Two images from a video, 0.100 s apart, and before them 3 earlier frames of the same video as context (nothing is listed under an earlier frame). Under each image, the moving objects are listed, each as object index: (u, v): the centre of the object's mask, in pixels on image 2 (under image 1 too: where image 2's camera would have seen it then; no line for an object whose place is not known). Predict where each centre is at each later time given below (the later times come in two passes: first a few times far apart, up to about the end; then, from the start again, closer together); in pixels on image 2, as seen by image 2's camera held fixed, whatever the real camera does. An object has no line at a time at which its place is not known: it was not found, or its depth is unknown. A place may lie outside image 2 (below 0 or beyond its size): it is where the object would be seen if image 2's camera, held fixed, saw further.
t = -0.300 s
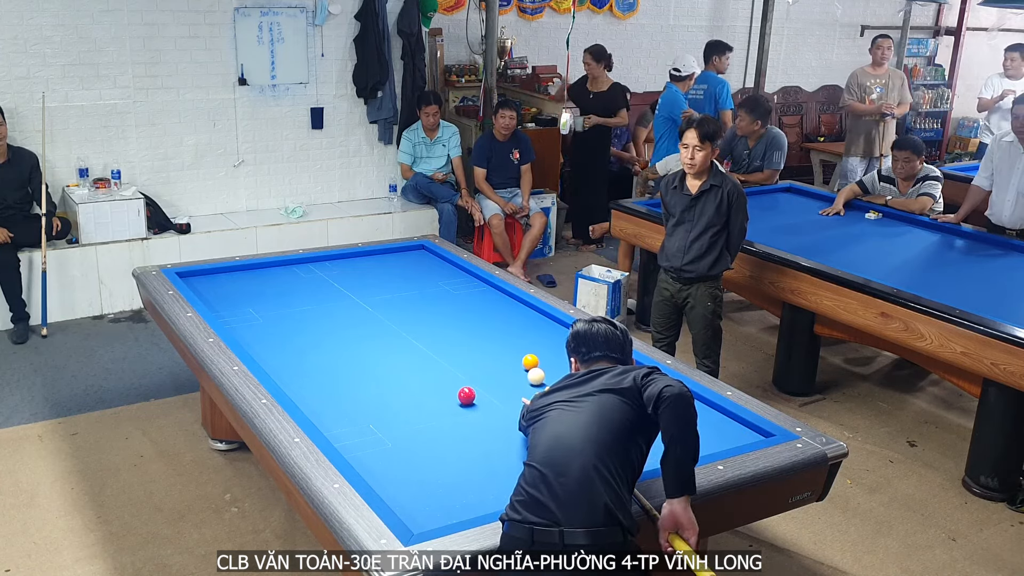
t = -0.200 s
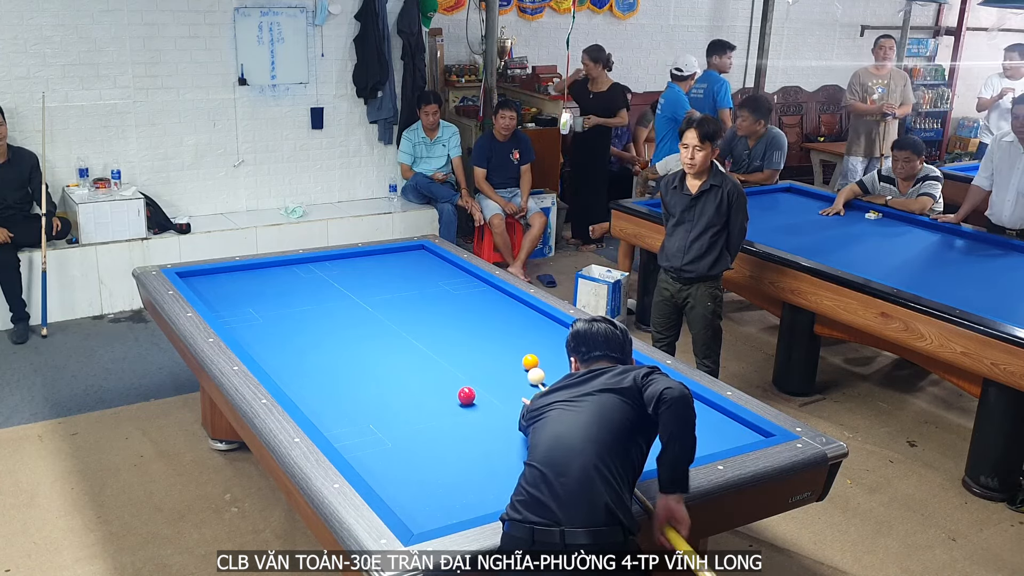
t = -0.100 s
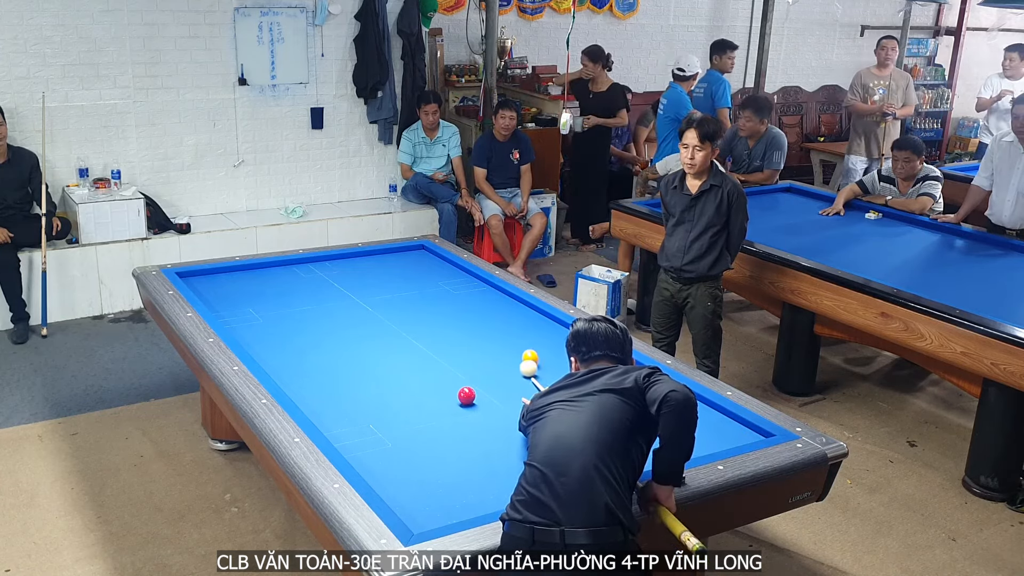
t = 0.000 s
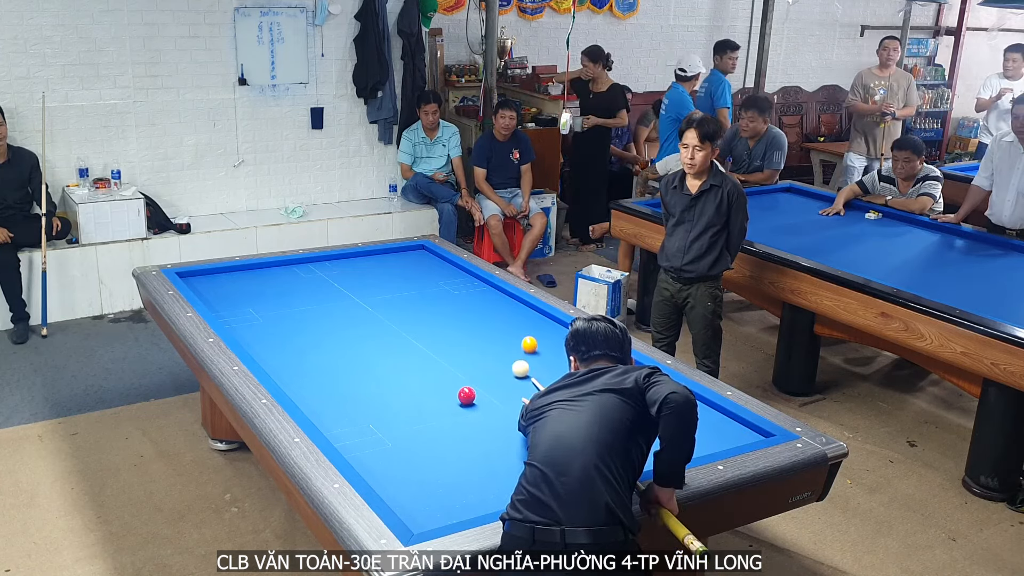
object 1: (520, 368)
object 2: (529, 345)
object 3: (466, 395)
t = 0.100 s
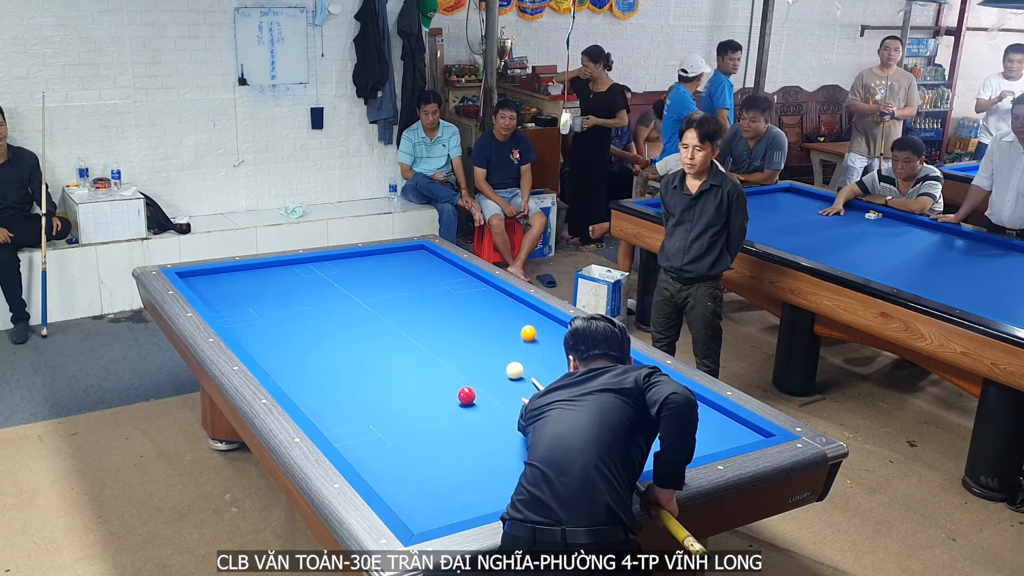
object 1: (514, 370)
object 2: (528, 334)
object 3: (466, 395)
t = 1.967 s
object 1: (450, 391)
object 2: (348, 262)
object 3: (447, 410)
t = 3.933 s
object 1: (436, 391)
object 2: (315, 323)
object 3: (425, 422)
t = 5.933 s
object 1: (436, 391)
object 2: (295, 385)
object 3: (424, 422)
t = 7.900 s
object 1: (436, 391)
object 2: (363, 409)
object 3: (424, 422)
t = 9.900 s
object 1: (436, 391)
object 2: (390, 416)
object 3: (424, 422)
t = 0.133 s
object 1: (513, 371)
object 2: (528, 330)
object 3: (466, 395)
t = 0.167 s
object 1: (511, 371)
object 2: (528, 327)
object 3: (466, 395)
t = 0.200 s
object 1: (510, 372)
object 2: (528, 324)
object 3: (466, 395)
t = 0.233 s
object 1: (508, 373)
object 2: (528, 321)
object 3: (466, 395)
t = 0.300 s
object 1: (505, 374)
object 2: (527, 315)
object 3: (466, 395)
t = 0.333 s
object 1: (503, 375)
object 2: (527, 312)
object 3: (466, 395)
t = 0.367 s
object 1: (501, 376)
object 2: (527, 309)
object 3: (466, 395)
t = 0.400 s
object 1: (500, 377)
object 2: (526, 306)
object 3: (466, 395)
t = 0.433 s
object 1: (498, 377)
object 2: (522, 304)
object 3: (466, 395)
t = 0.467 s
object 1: (496, 378)
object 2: (516, 303)
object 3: (466, 395)
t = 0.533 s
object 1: (493, 379)
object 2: (504, 300)
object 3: (466, 395)
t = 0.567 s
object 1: (491, 380)
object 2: (499, 299)
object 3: (466, 395)
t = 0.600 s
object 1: (490, 381)
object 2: (495, 297)
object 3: (466, 395)
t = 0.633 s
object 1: (488, 382)
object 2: (489, 296)
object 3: (466, 395)
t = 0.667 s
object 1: (486, 382)
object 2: (485, 294)
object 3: (466, 395)
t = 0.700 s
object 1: (485, 383)
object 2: (480, 293)
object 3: (466, 395)
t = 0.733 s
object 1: (483, 384)
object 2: (475, 292)
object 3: (466, 395)
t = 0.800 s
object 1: (480, 385)
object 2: (466, 289)
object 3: (466, 395)
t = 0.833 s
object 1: (479, 385)
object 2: (461, 288)
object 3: (466, 395)
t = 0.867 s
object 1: (478, 386)
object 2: (456, 286)
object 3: (466, 395)
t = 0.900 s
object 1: (476, 386)
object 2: (452, 285)
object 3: (466, 395)
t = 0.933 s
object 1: (475, 386)
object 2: (448, 284)
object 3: (466, 395)
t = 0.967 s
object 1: (474, 386)
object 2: (443, 282)
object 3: (466, 396)
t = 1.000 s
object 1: (473, 386)
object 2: (439, 281)
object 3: (465, 397)
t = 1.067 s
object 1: (471, 387)
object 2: (430, 278)
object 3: (464, 398)
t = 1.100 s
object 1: (470, 387)
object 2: (426, 277)
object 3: (463, 398)
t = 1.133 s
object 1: (469, 387)
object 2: (422, 276)
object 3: (463, 399)
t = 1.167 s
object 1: (468, 387)
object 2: (417, 275)
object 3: (462, 399)
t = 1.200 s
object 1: (467, 387)
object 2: (413, 273)
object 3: (461, 400)
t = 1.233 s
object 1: (466, 388)
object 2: (409, 272)
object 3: (461, 400)
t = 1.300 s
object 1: (464, 388)
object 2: (401, 270)
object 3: (459, 401)
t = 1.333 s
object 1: (463, 388)
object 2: (397, 268)
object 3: (459, 402)
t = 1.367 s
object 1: (462, 388)
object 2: (393, 267)
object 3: (458, 402)
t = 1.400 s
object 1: (462, 388)
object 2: (389, 266)
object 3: (457, 403)
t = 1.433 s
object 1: (461, 389)
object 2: (385, 265)
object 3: (457, 403)
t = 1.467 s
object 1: (460, 389)
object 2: (381, 264)
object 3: (456, 404)
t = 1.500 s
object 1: (459, 389)
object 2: (377, 263)
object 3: (456, 404)
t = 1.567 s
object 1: (458, 389)
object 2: (370, 260)
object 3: (454, 405)
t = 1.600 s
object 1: (457, 389)
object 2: (366, 259)
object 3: (453, 405)
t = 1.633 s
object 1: (456, 389)
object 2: (362, 258)
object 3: (453, 406)
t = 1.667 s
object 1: (456, 389)
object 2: (358, 257)
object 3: (452, 406)
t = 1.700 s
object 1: (455, 390)
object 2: (355, 256)
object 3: (452, 407)
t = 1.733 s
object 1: (454, 390)
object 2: (351, 255)
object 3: (451, 407)
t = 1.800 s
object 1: (453, 390)
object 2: (350, 257)
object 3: (450, 408)
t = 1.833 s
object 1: (452, 390)
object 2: (350, 258)
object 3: (449, 408)
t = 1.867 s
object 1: (451, 390)
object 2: (350, 259)
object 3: (449, 409)
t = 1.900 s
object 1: (451, 390)
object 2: (349, 260)
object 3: (448, 409)
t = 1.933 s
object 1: (450, 390)
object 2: (349, 261)
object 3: (447, 409)
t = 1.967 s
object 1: (450, 391)
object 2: (348, 262)
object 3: (447, 410)
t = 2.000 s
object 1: (449, 391)
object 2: (348, 263)
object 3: (446, 410)
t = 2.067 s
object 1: (448, 390)
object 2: (347, 265)
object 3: (445, 411)
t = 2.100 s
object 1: (448, 391)
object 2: (346, 266)
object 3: (445, 412)
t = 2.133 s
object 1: (447, 391)
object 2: (346, 267)
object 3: (444, 412)
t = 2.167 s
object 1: (447, 391)
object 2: (345, 268)
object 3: (444, 412)
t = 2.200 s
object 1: (446, 390)
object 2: (345, 269)
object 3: (443, 413)
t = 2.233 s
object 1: (446, 391)
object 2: (344, 270)
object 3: (442, 413)
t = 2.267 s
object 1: (445, 391)
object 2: (344, 271)
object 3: (442, 413)
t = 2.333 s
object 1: (444, 391)
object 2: (343, 273)
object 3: (441, 414)
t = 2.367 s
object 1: (444, 391)
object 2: (342, 274)
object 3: (440, 414)
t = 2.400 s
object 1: (444, 391)
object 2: (342, 275)
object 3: (440, 414)
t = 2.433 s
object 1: (443, 391)
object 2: (341, 276)
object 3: (439, 415)
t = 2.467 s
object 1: (443, 391)
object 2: (341, 277)
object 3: (439, 415)
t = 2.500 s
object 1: (442, 391)
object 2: (340, 278)
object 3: (438, 415)
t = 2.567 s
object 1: (442, 391)
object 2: (339, 280)
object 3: (437, 416)
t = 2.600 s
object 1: (441, 391)
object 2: (338, 281)
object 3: (437, 416)
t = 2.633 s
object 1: (441, 391)
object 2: (338, 282)
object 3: (436, 417)
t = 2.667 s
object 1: (441, 391)
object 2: (337, 283)
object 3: (436, 417)
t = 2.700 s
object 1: (440, 391)
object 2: (337, 284)
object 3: (435, 417)
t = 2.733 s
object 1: (440, 391)
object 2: (336, 285)
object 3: (435, 417)
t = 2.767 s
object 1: (440, 391)
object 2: (336, 286)
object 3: (434, 417)
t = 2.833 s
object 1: (439, 391)
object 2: (334, 288)
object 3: (434, 418)
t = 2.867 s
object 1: (439, 391)
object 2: (334, 289)
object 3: (433, 418)
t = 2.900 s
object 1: (439, 391)
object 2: (333, 290)
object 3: (433, 418)
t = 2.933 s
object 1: (438, 391)
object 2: (333, 291)
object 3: (432, 419)
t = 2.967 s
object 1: (438, 391)
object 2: (332, 292)
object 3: (432, 419)
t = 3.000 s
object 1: (438, 391)
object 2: (332, 293)
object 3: (432, 419)
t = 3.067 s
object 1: (437, 391)
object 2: (331, 295)
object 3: (431, 419)
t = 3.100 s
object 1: (437, 391)
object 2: (330, 296)
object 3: (430, 419)
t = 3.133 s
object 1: (437, 391)
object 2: (329, 297)
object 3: (430, 420)
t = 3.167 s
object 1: (437, 391)
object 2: (329, 298)
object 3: (430, 420)
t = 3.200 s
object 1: (437, 391)
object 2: (328, 300)
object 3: (429, 420)
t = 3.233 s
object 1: (437, 391)
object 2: (328, 301)
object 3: (429, 420)
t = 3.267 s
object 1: (437, 391)
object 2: (327, 302)
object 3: (429, 420)
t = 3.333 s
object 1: (436, 391)
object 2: (326, 304)
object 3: (428, 420)
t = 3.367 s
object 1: (436, 391)
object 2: (326, 305)
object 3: (428, 421)
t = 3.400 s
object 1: (436, 391)
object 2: (325, 306)
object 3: (428, 421)
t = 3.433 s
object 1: (436, 391)
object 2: (324, 307)
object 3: (427, 421)
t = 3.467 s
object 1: (436, 391)
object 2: (324, 308)
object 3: (427, 421)
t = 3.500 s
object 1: (436, 391)
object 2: (323, 309)
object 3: (427, 421)
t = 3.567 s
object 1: (436, 391)
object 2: (322, 311)
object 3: (427, 421)
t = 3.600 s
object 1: (436, 391)
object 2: (321, 312)
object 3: (426, 422)
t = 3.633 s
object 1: (436, 391)
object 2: (321, 313)
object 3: (426, 421)
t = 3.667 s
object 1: (436, 391)
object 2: (320, 315)
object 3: (426, 422)
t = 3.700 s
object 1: (436, 391)
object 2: (320, 316)
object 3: (426, 422)
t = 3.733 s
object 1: (436, 391)
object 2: (319, 317)
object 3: (425, 422)
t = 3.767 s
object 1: (436, 391)
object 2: (318, 318)
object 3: (425, 422)
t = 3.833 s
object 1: (436, 391)
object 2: (317, 320)
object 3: (425, 422)
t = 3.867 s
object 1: (436, 391)
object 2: (317, 321)
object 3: (425, 422)
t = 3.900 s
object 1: (436, 391)
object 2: (316, 322)
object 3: (425, 422)
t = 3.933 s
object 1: (436, 391)
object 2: (315, 323)
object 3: (425, 422)
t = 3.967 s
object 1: (436, 391)
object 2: (315, 324)
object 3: (425, 422)
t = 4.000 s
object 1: (436, 391)
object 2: (314, 325)
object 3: (425, 422)
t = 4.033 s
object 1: (436, 391)
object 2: (313, 326)
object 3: (424, 422)
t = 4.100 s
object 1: (436, 391)
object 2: (312, 329)
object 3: (424, 422)
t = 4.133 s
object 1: (436, 391)
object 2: (311, 330)
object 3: (424, 422)
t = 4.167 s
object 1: (436, 391)
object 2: (311, 331)
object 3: (424, 422)
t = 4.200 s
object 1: (436, 391)
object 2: (310, 332)
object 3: (424, 422)
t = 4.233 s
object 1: (436, 391)
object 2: (309, 333)
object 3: (424, 422)
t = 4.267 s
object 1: (436, 391)
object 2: (309, 334)
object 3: (424, 422)
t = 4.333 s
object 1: (436, 391)
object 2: (308, 336)
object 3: (424, 422)
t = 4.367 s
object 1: (436, 391)
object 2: (307, 338)
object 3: (424, 422)
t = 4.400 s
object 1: (436, 391)
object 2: (306, 339)
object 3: (424, 422)
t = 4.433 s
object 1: (436, 391)
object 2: (306, 340)
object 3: (424, 422)
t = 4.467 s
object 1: (436, 391)
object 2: (305, 341)
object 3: (424, 422)
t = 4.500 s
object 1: (436, 391)
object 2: (304, 342)
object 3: (424, 422)
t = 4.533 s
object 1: (436, 391)
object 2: (303, 343)
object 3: (424, 422)
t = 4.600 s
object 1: (436, 391)
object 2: (302, 345)
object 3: (424, 422)
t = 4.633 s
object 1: (436, 391)
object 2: (302, 347)
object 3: (424, 422)
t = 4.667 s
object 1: (436, 391)
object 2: (301, 348)
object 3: (424, 422)
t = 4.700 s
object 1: (436, 391)
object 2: (300, 349)
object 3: (424, 422)
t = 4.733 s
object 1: (436, 391)
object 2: (299, 350)
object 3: (424, 422)
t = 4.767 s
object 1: (436, 391)
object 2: (299, 351)
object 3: (424, 422)
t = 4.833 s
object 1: (436, 391)
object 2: (297, 353)
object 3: (424, 422)
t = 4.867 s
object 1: (436, 391)
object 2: (297, 354)
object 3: (424, 422)
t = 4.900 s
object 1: (436, 391)
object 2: (296, 356)
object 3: (424, 422)
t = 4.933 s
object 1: (436, 391)
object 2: (295, 357)
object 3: (424, 422)
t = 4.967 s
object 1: (436, 391)
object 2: (294, 358)
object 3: (424, 422)
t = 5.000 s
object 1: (436, 391)
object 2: (293, 359)
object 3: (424, 422)
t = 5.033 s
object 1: (436, 391)
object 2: (293, 360)
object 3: (424, 422)
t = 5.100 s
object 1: (436, 391)
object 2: (291, 362)
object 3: (424, 422)
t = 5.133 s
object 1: (436, 391)
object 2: (291, 363)
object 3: (424, 422)
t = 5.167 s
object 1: (436, 391)
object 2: (290, 365)
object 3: (424, 422)
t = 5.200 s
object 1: (436, 391)
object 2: (289, 366)
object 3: (424, 422)
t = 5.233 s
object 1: (436, 391)
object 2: (289, 367)
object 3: (424, 422)
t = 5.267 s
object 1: (436, 391)
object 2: (288, 368)
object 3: (424, 422)
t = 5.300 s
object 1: (436, 391)
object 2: (287, 369)
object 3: (424, 422)
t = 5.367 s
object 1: (436, 391)
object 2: (286, 371)
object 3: (424, 422)
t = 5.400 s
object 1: (436, 391)
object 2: (285, 372)
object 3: (424, 422)
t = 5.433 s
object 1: (436, 391)
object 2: (284, 374)
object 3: (424, 422)
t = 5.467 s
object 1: (436, 391)
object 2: (283, 375)
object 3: (424, 422)
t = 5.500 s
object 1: (436, 391)
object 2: (283, 376)
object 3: (424, 422)
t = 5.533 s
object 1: (436, 391)
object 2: (282, 377)
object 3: (424, 422)
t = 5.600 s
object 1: (436, 391)
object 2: (281, 378)
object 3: (424, 422)
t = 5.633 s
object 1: (436, 391)
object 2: (283, 379)
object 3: (424, 422)
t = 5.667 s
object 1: (436, 391)
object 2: (284, 380)
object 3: (424, 422)
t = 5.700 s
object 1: (436, 391)
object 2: (285, 381)
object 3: (424, 422)
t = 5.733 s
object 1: (436, 391)
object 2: (287, 381)
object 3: (424, 422)
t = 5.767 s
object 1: (436, 391)
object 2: (288, 382)
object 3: (424, 422)
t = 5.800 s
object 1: (436, 391)
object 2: (290, 383)
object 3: (424, 422)
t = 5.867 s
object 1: (436, 391)
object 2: (293, 384)
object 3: (424, 422)
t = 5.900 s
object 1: (436, 391)
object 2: (294, 384)
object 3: (424, 422)
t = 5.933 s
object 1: (436, 391)
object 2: (295, 385)
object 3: (424, 422)
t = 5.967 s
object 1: (436, 391)
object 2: (297, 385)
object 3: (424, 422)
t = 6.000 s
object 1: (436, 391)
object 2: (298, 386)
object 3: (424, 422)
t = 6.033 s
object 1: (436, 391)
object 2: (300, 386)
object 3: (424, 422)
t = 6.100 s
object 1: (436, 391)
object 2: (302, 388)
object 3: (424, 422)
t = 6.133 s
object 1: (436, 391)
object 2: (304, 388)
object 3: (424, 422)
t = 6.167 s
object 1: (436, 391)
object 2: (305, 388)
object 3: (424, 422)
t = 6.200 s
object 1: (436, 391)
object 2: (307, 389)
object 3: (424, 422)
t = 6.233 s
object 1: (436, 391)
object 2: (308, 389)
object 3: (424, 422)
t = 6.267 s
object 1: (436, 391)
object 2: (310, 390)
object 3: (424, 422)
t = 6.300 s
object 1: (436, 391)
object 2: (311, 390)
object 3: (424, 422)
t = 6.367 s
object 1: (436, 391)
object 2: (313, 391)
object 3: (424, 422)
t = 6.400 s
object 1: (436, 391)
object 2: (315, 392)
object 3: (424, 422)
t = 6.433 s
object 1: (436, 391)
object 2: (316, 392)
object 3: (424, 422)
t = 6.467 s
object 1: (436, 391)
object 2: (318, 393)
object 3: (424, 422)
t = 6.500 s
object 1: (436, 391)
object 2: (319, 393)
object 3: (424, 422)
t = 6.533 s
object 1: (436, 391)
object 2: (320, 394)
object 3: (424, 422)
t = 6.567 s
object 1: (436, 391)
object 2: (322, 394)
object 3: (424, 422)
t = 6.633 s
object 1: (436, 391)
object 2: (324, 395)
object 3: (424, 422)
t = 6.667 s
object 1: (436, 391)
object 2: (325, 395)
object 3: (424, 422)
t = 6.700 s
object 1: (436, 391)
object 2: (327, 396)
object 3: (424, 422)
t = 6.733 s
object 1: (436, 391)
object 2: (328, 396)
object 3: (424, 422)
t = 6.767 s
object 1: (436, 391)
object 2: (329, 397)
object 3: (424, 422)
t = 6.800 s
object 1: (436, 391)
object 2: (330, 397)
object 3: (424, 422)
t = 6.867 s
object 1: (436, 391)
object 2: (333, 398)
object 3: (424, 422)
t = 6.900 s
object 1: (436, 391)
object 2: (334, 398)
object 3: (424, 422)
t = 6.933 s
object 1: (436, 391)
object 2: (335, 399)
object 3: (424, 422)
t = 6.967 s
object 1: (436, 391)
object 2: (336, 399)
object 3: (424, 422)
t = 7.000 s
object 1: (436, 391)
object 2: (337, 399)
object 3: (424, 422)
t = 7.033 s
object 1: (436, 391)
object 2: (338, 400)
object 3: (424, 422)
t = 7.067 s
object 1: (436, 391)
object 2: (339, 400)
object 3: (424, 422)
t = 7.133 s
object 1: (436, 391)
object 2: (341, 401)
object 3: (424, 422)
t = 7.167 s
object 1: (436, 391)
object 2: (343, 401)
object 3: (424, 422)
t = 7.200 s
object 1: (436, 391)
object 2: (344, 402)
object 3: (424, 422)
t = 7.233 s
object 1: (436, 391)
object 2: (345, 402)
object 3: (424, 422)
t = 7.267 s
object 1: (436, 391)
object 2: (346, 403)
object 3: (424, 422)
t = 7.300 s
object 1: (436, 391)
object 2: (347, 403)
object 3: (424, 422)
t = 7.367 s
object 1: (436, 391)
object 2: (349, 404)
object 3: (424, 422)
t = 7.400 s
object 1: (436, 391)
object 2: (350, 404)
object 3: (424, 422)
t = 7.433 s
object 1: (436, 391)
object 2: (351, 404)
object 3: (424, 422)
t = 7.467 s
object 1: (436, 391)
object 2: (352, 405)
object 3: (424, 422)
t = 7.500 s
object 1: (436, 391)
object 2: (353, 405)
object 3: (424, 422)
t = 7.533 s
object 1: (436, 391)
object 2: (354, 405)
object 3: (424, 422)
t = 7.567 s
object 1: (436, 391)
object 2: (355, 406)
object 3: (424, 422)
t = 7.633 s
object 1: (436, 391)
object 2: (356, 406)
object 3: (424, 422)
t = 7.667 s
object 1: (436, 391)
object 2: (357, 407)
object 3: (424, 422)
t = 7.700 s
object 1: (436, 391)
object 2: (358, 407)
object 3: (424, 422)
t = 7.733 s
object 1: (436, 391)
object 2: (359, 407)
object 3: (424, 422)
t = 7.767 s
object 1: (436, 391)
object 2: (360, 408)
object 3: (424, 422)
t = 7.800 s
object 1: (436, 391)
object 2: (361, 408)
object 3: (424, 422)
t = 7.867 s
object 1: (436, 391)
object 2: (362, 409)
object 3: (424, 422)
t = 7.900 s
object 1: (436, 391)
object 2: (363, 409)
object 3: (424, 422)
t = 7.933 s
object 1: (436, 391)
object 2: (364, 409)
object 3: (424, 422)
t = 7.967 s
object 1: (436, 391)
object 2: (365, 410)
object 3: (424, 422)
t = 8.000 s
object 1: (436, 391)
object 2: (365, 410)
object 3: (424, 422)
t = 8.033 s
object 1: (436, 391)
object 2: (366, 410)
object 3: (424, 422)
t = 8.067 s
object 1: (436, 391)
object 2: (367, 410)
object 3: (424, 422)
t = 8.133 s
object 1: (436, 391)
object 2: (369, 411)
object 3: (424, 422)
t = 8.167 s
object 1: (436, 391)
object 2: (369, 411)
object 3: (424, 422)
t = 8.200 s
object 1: (436, 391)
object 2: (370, 411)
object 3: (424, 422)
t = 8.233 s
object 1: (436, 391)
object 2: (371, 412)
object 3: (424, 422)
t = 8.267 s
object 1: (436, 391)
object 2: (371, 412)
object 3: (424, 422)
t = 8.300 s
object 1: (436, 391)
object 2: (372, 412)
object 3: (424, 422)
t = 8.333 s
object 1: (436, 391)
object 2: (373, 412)
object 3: (424, 422)
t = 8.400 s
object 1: (436, 391)
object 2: (374, 413)
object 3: (424, 422)
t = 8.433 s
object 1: (436, 391)
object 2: (375, 413)
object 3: (424, 422)
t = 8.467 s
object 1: (436, 391)
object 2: (375, 413)
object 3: (424, 422)
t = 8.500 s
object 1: (436, 391)
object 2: (377, 413)
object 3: (424, 422)
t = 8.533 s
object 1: (436, 391)
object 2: (377, 413)
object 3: (424, 422)
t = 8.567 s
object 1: (436, 391)
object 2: (378, 414)
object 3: (424, 422)
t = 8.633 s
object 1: (436, 391)
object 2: (379, 414)
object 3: (424, 422)
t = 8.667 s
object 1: (436, 391)
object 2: (380, 414)
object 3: (424, 422)
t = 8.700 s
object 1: (436, 391)
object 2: (380, 414)
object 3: (424, 422)
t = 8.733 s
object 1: (436, 391)
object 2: (381, 414)
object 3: (424, 422)
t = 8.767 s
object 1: (436, 391)
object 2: (381, 415)
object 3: (424, 422)
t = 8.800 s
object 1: (436, 391)
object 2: (382, 415)
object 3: (424, 422)
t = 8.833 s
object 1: (436, 391)
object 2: (382, 415)
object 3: (424, 422)
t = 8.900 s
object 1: (436, 391)
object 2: (383, 415)
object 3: (424, 422)
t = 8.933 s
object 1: (436, 391)
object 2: (383, 415)
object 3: (424, 422)
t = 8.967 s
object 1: (436, 391)
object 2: (384, 415)
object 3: (424, 422)
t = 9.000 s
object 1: (436, 391)
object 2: (384, 415)
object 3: (424, 422)
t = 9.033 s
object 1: (436, 391)
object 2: (385, 415)
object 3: (424, 422)
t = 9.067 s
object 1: (436, 391)
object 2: (385, 415)
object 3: (424, 422)
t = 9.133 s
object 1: (436, 391)
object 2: (386, 416)
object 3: (424, 422)
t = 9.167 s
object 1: (436, 391)
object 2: (386, 416)
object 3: (424, 422)
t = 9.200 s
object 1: (436, 391)
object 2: (387, 416)
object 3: (424, 422)
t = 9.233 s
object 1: (436, 391)
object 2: (387, 416)
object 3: (424, 422)
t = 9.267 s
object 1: (436, 391)
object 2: (387, 415)
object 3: (424, 422)
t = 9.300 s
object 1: (436, 391)
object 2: (387, 416)
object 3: (424, 422)
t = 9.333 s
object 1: (436, 391)
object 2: (388, 416)
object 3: (424, 422)
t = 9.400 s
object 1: (436, 391)
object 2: (388, 416)
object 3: (424, 422)
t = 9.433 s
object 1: (436, 391)
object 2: (388, 416)
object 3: (424, 422)
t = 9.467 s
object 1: (436, 391)
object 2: (389, 416)
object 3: (424, 422)
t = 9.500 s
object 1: (436, 391)
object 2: (389, 416)
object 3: (424, 422)
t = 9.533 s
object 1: (436, 391)
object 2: (389, 416)
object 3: (424, 422)
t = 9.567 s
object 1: (436, 391)
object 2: (389, 416)
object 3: (424, 422)
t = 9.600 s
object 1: (436, 391)
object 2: (389, 416)
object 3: (424, 422)
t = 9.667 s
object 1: (436, 391)
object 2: (389, 416)
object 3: (424, 422)
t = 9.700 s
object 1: (436, 391)
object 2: (390, 416)
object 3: (424, 422)
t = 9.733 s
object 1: (436, 391)
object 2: (390, 415)
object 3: (424, 422)
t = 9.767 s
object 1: (436, 391)
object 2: (390, 416)
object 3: (424, 422)
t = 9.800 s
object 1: (436, 391)
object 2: (390, 416)
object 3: (424, 422)
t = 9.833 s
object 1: (436, 391)
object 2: (390, 416)
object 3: (424, 422)
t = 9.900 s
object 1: (436, 391)
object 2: (390, 416)
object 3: (424, 422)
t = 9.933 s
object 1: (436, 391)
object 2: (390, 416)
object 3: (424, 422)
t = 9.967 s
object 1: (436, 391)
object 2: (390, 416)
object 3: (424, 422)
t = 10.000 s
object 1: (436, 391)
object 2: (390, 416)
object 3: (424, 422)
